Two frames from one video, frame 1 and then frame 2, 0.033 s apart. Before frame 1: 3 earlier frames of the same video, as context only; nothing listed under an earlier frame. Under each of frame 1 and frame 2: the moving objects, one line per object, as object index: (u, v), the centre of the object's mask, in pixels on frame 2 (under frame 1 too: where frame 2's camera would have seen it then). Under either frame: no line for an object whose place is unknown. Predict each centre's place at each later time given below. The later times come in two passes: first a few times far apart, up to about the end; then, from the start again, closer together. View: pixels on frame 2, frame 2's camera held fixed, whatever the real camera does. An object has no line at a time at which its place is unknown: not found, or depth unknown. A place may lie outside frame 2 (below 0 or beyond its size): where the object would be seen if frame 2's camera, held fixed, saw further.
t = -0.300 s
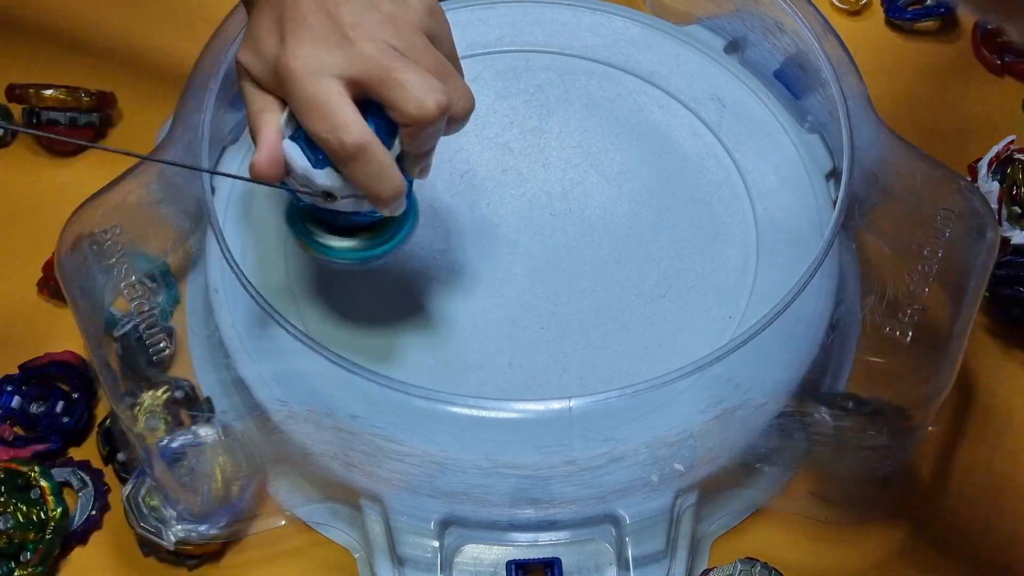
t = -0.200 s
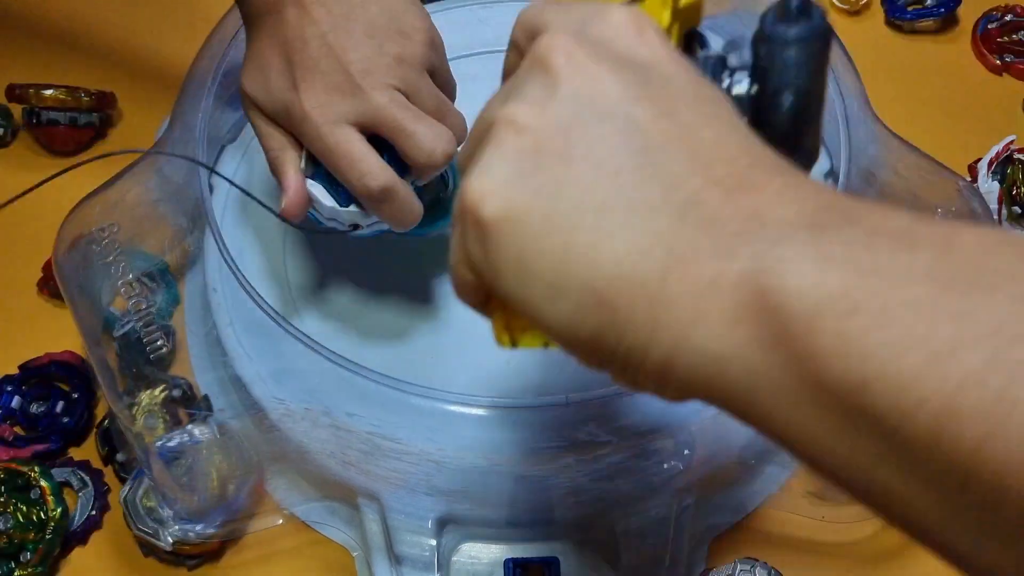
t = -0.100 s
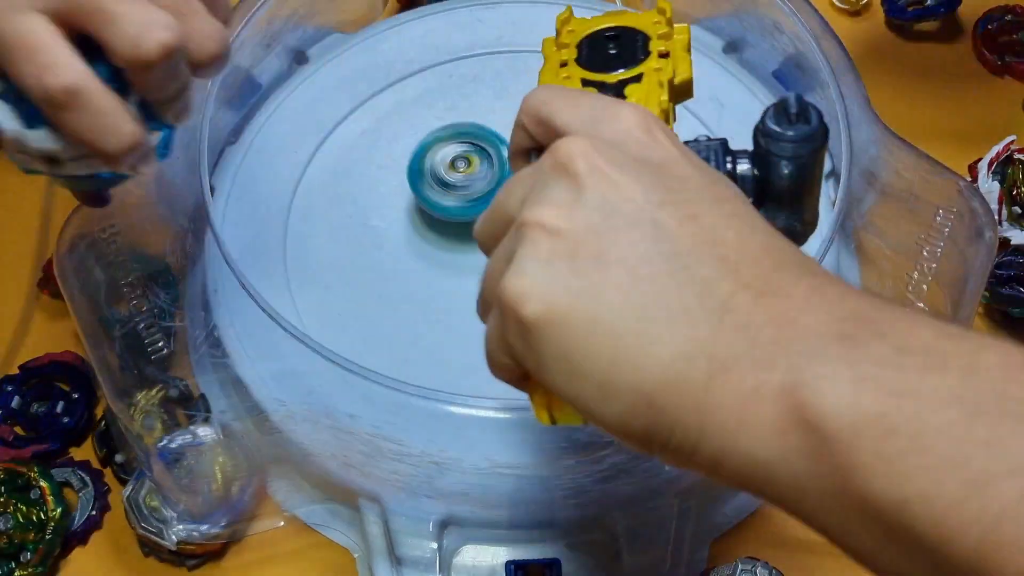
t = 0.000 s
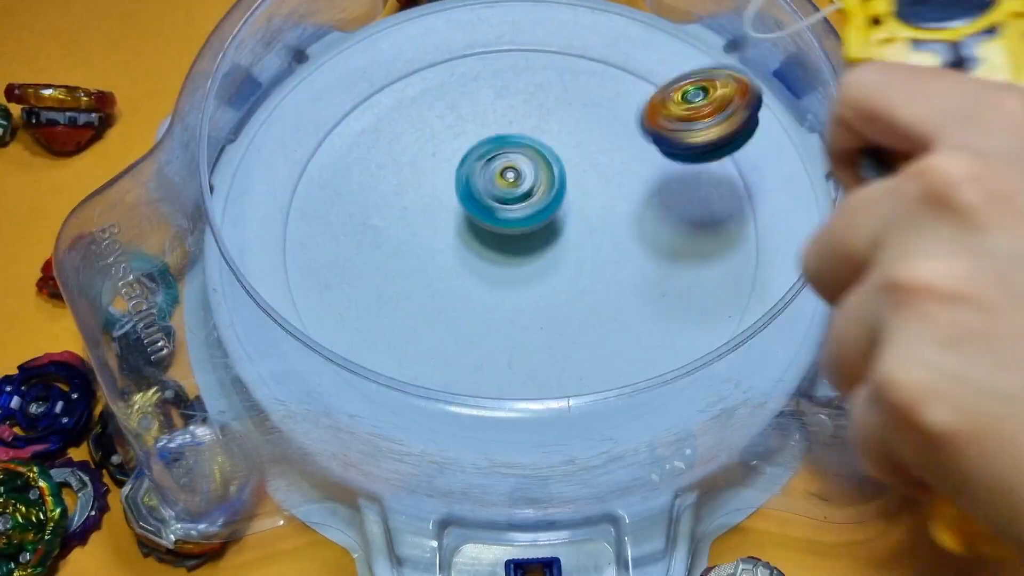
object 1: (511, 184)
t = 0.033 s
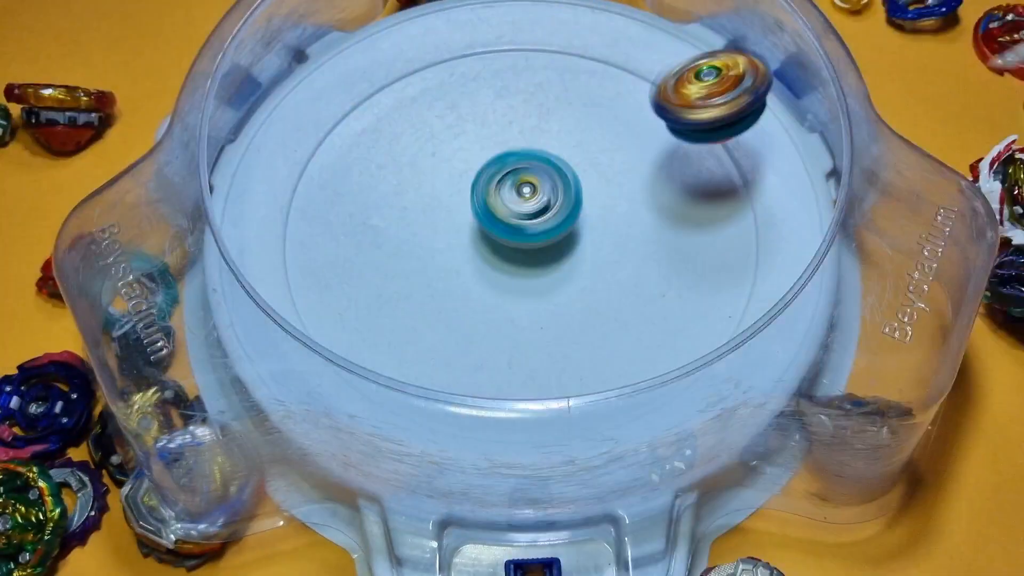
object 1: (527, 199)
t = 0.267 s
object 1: (658, 195)
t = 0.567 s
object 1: (599, 199)
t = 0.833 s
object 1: (451, 284)
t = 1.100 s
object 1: (648, 368)
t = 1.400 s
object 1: (688, 132)
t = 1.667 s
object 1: (386, 264)
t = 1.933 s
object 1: (518, 354)
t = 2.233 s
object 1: (663, 52)
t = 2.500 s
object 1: (413, 106)
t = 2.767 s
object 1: (636, 393)
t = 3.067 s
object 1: (583, 18)
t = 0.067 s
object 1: (545, 210)
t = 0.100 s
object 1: (567, 218)
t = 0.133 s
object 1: (588, 222)
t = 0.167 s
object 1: (608, 223)
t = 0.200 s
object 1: (628, 217)
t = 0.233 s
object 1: (645, 206)
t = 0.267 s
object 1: (658, 195)
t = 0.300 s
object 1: (660, 208)
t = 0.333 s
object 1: (658, 219)
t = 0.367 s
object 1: (653, 228)
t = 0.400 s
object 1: (646, 231)
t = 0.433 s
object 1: (638, 230)
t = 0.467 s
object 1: (628, 226)
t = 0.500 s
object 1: (619, 218)
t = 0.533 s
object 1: (611, 207)
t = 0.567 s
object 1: (599, 199)
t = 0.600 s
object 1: (583, 194)
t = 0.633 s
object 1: (563, 195)
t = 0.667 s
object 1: (540, 200)
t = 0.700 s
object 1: (516, 210)
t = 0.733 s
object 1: (493, 223)
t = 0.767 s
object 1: (475, 240)
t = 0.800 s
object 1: (460, 261)
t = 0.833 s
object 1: (451, 284)
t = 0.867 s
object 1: (451, 308)
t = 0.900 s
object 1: (457, 334)
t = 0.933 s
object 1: (474, 350)
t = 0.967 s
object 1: (498, 374)
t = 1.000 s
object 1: (532, 392)
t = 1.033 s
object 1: (572, 394)
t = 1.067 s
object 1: (610, 387)
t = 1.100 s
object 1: (648, 368)
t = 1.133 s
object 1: (677, 341)
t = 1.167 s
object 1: (699, 304)
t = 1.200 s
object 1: (726, 284)
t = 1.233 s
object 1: (741, 259)
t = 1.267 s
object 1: (741, 232)
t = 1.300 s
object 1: (727, 200)
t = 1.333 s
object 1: (715, 171)
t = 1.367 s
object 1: (706, 151)
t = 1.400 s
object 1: (688, 132)
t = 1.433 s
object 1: (658, 117)
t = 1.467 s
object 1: (620, 104)
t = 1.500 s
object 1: (573, 101)
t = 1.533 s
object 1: (536, 123)
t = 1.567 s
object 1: (498, 152)
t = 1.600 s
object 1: (458, 184)
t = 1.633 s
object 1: (420, 222)
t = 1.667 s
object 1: (386, 264)
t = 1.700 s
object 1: (363, 306)
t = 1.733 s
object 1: (345, 348)
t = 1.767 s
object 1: (341, 386)
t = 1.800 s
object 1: (363, 393)
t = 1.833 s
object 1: (395, 381)
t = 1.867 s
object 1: (431, 380)
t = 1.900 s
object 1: (472, 370)
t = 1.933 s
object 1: (518, 354)
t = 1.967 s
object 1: (565, 345)
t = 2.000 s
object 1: (617, 327)
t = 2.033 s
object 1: (656, 296)
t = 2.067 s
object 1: (689, 259)
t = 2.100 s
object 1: (708, 217)
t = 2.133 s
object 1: (714, 173)
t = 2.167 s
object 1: (708, 129)
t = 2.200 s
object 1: (691, 87)
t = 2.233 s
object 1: (663, 52)
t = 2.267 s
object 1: (625, 29)
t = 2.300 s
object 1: (583, 18)
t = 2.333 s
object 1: (534, 11)
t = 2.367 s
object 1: (482, 7)
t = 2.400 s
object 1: (430, 8)
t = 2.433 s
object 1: (429, 26)
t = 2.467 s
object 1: (423, 55)
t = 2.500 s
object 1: (413, 106)
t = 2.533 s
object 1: (402, 162)
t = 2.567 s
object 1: (402, 223)
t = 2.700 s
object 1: (531, 425)
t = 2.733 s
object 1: (587, 413)
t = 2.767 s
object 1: (636, 393)
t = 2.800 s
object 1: (691, 352)
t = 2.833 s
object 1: (738, 301)
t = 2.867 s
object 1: (767, 244)
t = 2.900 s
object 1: (790, 192)
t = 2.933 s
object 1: (777, 146)
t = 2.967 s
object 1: (737, 101)
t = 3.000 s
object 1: (692, 63)
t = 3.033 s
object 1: (640, 33)
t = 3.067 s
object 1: (583, 18)
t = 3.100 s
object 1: (523, 9)
